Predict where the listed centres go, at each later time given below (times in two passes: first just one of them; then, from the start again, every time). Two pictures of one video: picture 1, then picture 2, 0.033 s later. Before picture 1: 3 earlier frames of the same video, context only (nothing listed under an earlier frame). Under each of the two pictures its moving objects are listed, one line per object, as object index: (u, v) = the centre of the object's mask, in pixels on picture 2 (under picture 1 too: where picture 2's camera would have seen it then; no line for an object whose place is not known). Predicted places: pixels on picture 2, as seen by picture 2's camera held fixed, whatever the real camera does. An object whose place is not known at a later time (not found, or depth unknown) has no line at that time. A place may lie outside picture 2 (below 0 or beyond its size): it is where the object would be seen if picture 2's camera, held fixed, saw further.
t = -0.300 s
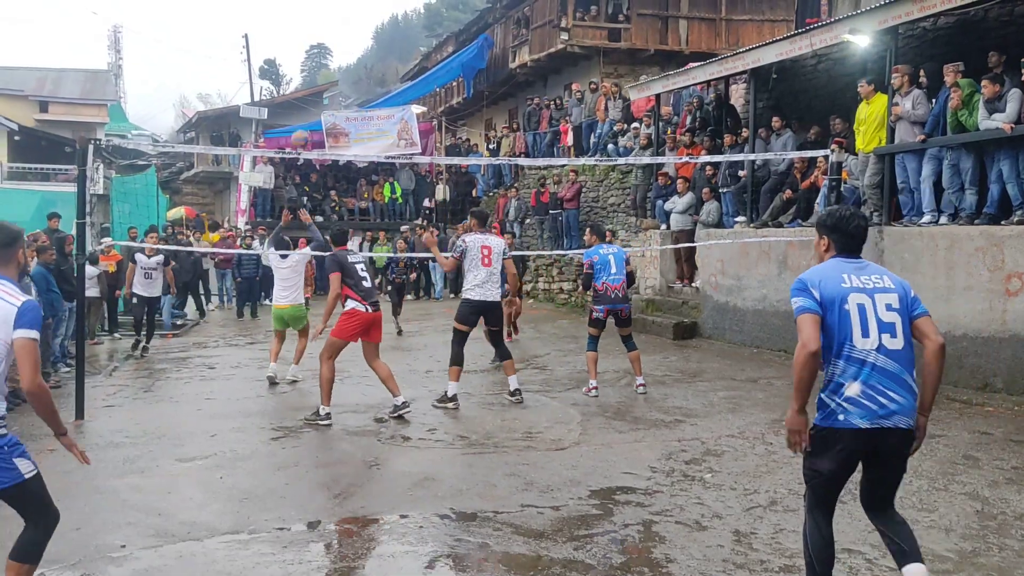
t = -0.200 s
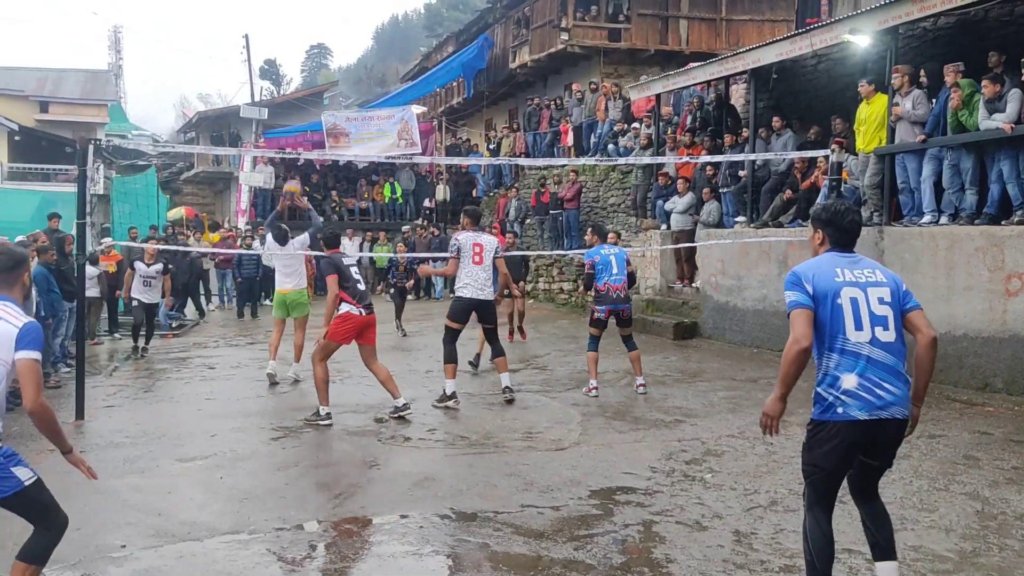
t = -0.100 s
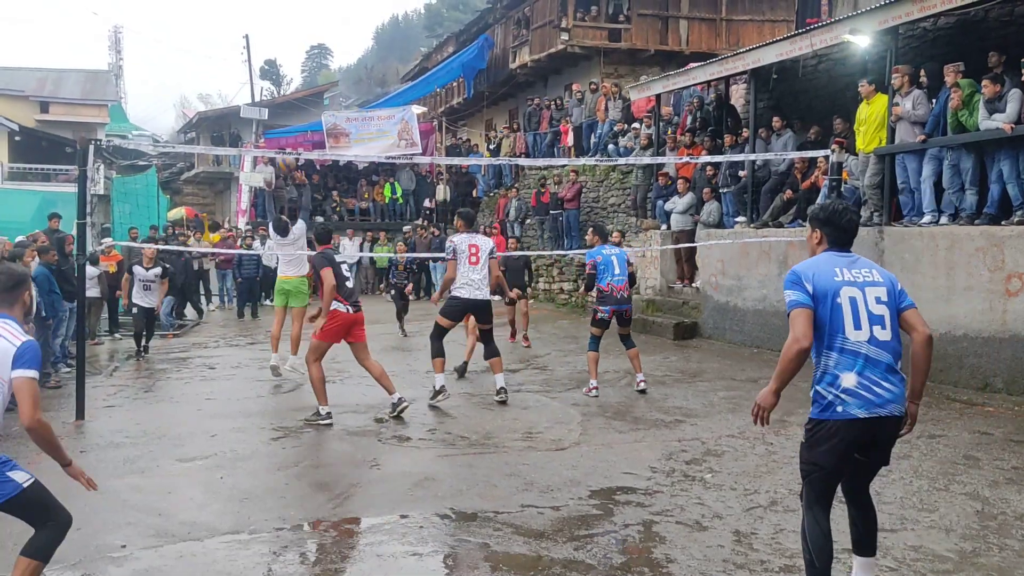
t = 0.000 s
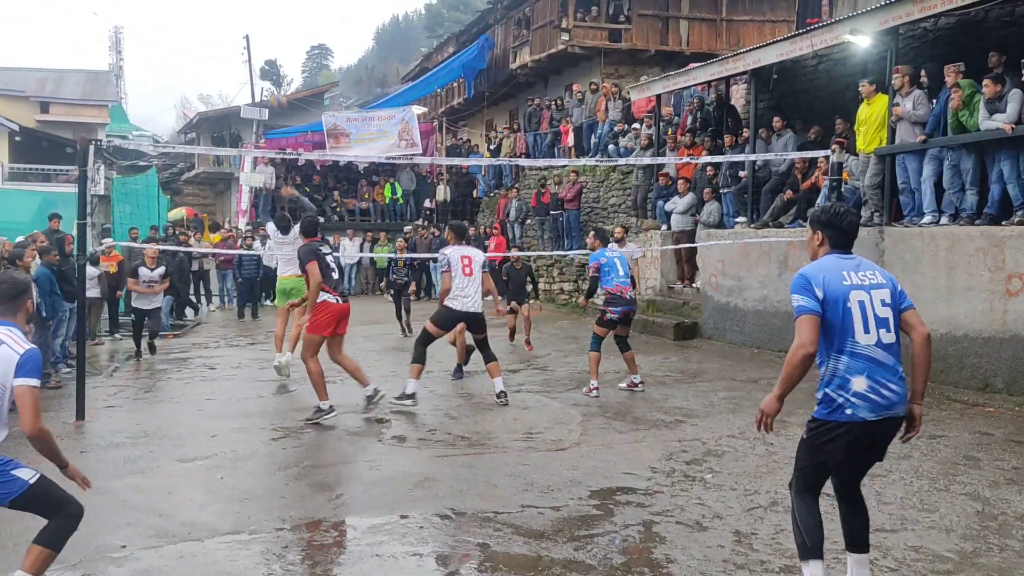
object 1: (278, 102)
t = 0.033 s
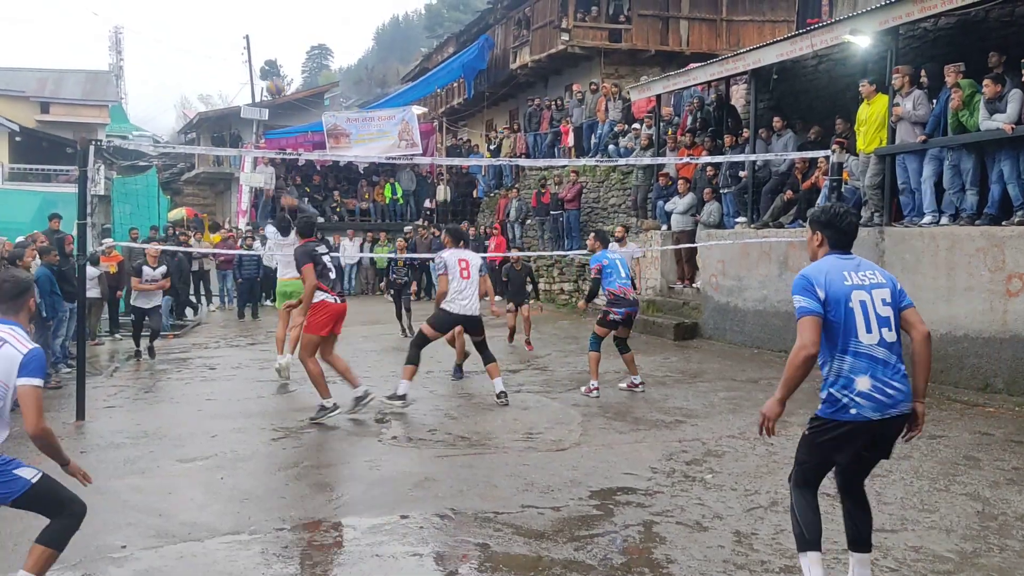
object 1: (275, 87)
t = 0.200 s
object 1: (264, 34)
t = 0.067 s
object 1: (273, 76)
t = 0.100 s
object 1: (271, 64)
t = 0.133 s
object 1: (268, 53)
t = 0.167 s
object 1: (266, 43)
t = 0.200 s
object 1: (264, 34)
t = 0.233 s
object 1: (261, 26)
